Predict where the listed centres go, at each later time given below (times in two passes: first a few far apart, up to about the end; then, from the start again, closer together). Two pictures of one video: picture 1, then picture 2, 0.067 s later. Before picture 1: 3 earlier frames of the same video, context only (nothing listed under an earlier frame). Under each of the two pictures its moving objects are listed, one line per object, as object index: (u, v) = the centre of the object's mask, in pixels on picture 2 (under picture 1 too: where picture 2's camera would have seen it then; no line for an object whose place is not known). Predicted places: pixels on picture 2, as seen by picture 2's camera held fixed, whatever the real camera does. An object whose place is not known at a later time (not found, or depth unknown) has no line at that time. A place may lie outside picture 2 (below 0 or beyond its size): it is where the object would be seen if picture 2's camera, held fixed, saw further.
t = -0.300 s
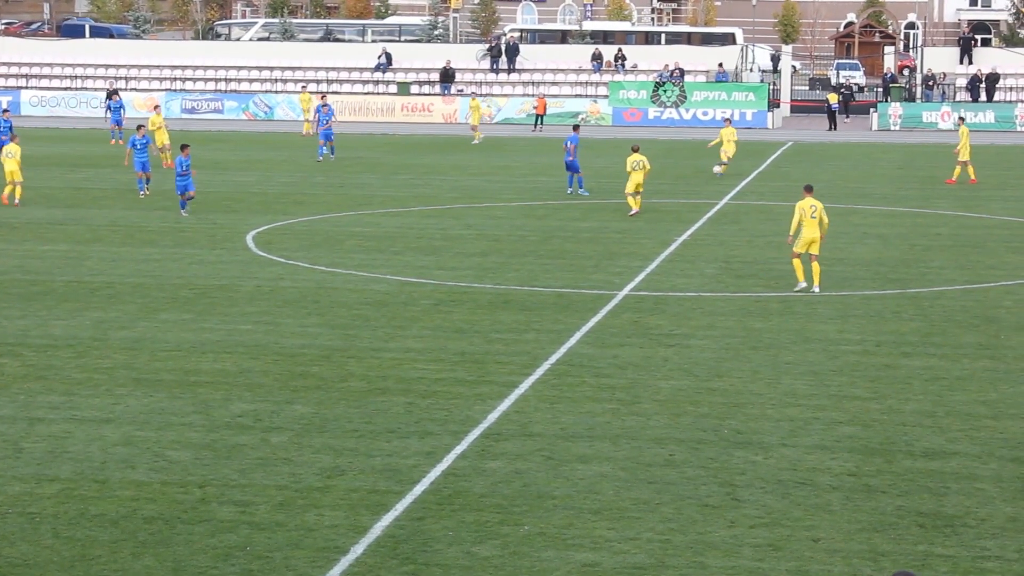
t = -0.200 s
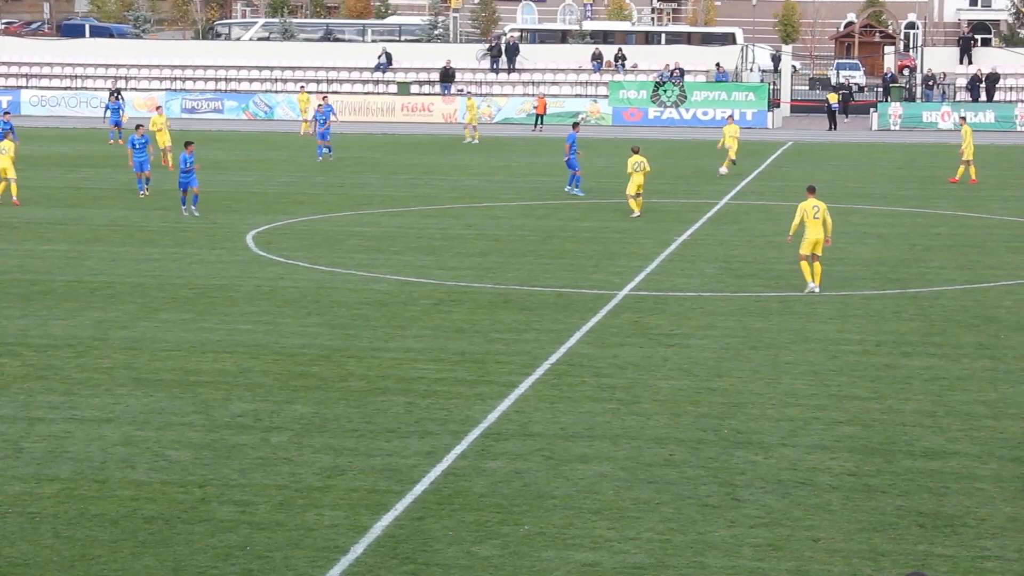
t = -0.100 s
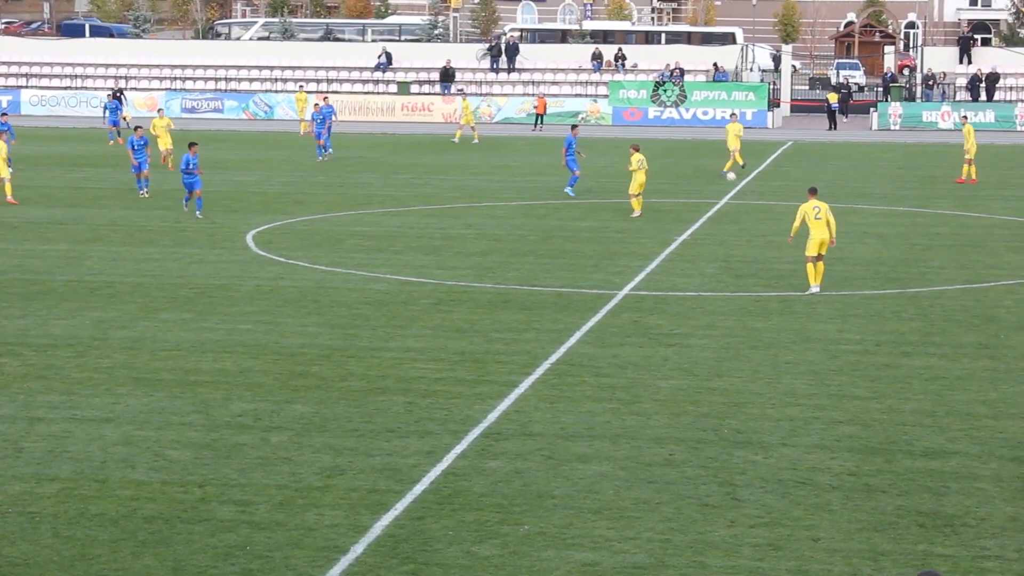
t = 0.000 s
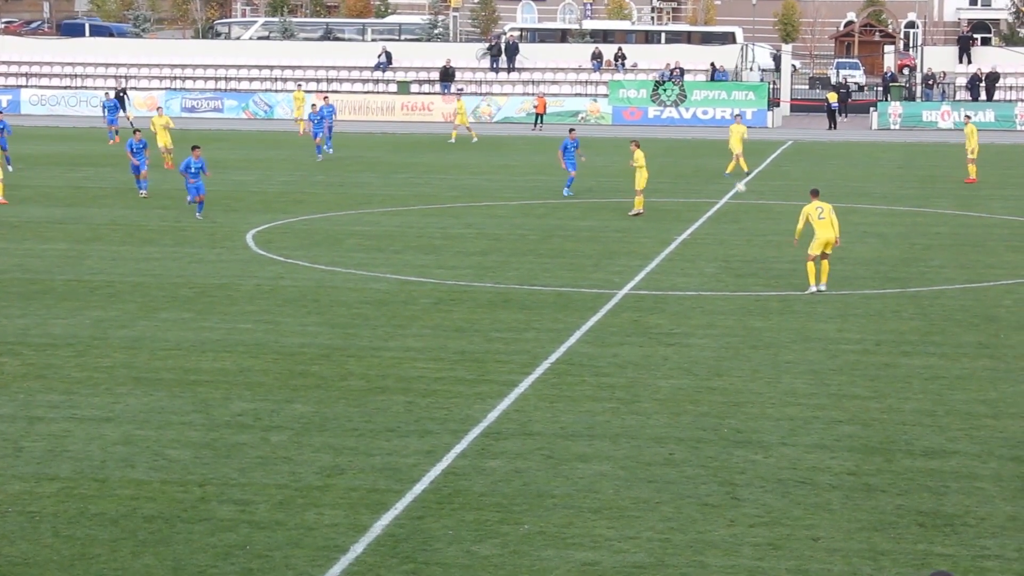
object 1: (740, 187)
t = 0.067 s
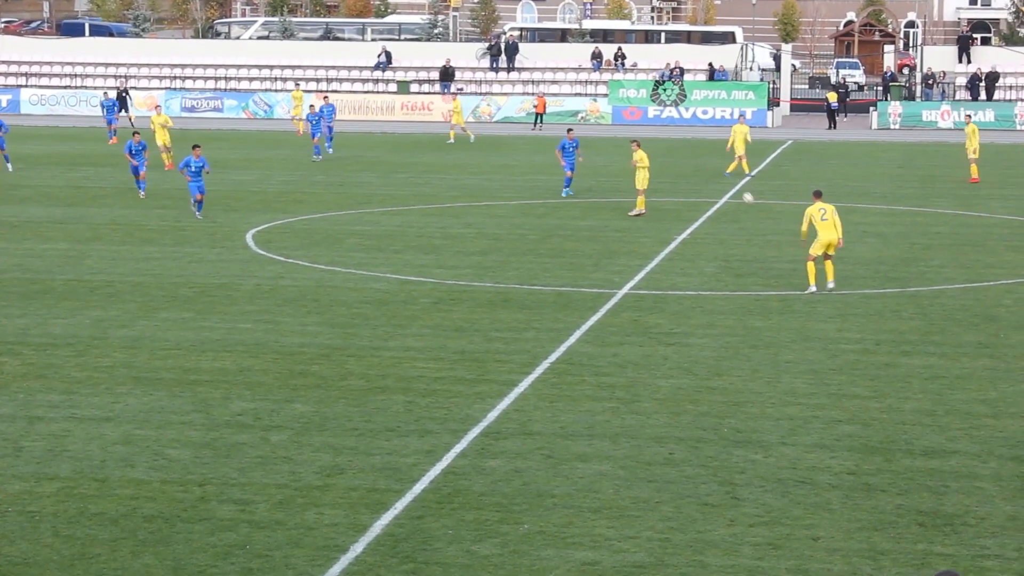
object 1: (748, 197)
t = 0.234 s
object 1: (769, 203)
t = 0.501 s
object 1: (806, 227)
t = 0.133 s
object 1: (756, 204)
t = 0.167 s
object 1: (761, 203)
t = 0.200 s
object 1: (765, 203)
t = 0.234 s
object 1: (769, 203)
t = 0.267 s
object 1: (774, 205)
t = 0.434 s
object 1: (797, 220)
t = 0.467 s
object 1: (802, 225)
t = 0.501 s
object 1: (806, 227)
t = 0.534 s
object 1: (811, 225)
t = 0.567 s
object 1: (815, 225)
